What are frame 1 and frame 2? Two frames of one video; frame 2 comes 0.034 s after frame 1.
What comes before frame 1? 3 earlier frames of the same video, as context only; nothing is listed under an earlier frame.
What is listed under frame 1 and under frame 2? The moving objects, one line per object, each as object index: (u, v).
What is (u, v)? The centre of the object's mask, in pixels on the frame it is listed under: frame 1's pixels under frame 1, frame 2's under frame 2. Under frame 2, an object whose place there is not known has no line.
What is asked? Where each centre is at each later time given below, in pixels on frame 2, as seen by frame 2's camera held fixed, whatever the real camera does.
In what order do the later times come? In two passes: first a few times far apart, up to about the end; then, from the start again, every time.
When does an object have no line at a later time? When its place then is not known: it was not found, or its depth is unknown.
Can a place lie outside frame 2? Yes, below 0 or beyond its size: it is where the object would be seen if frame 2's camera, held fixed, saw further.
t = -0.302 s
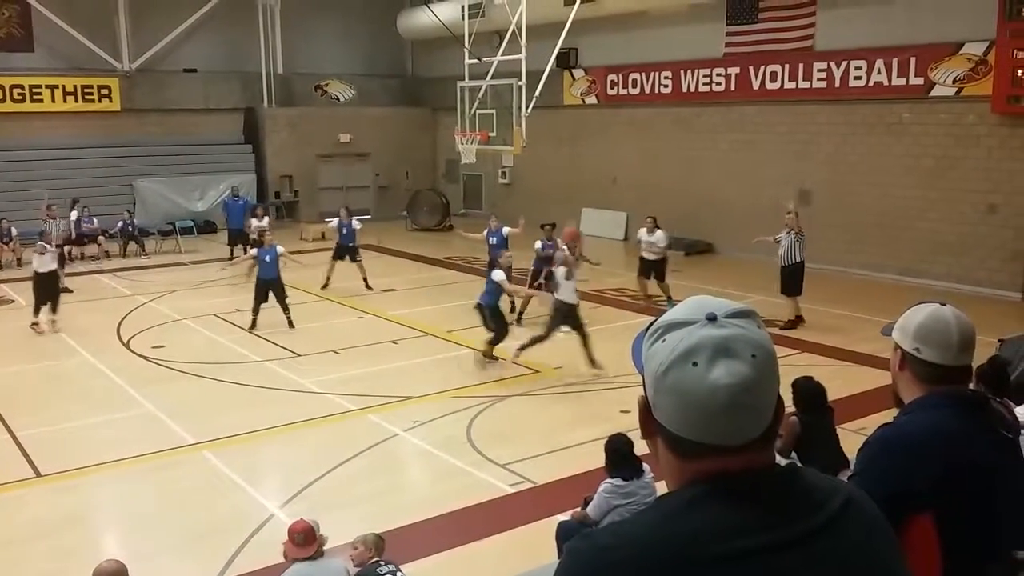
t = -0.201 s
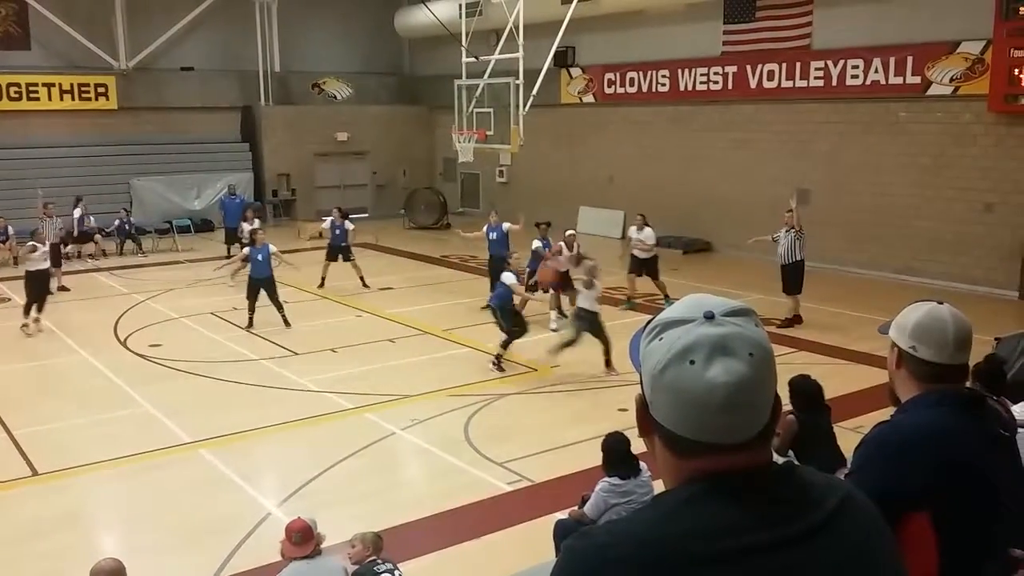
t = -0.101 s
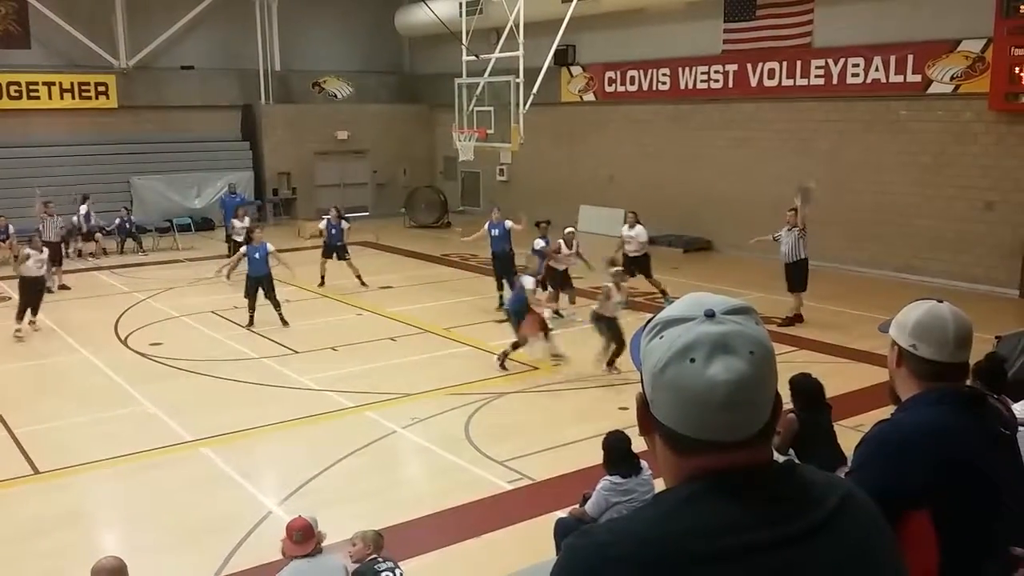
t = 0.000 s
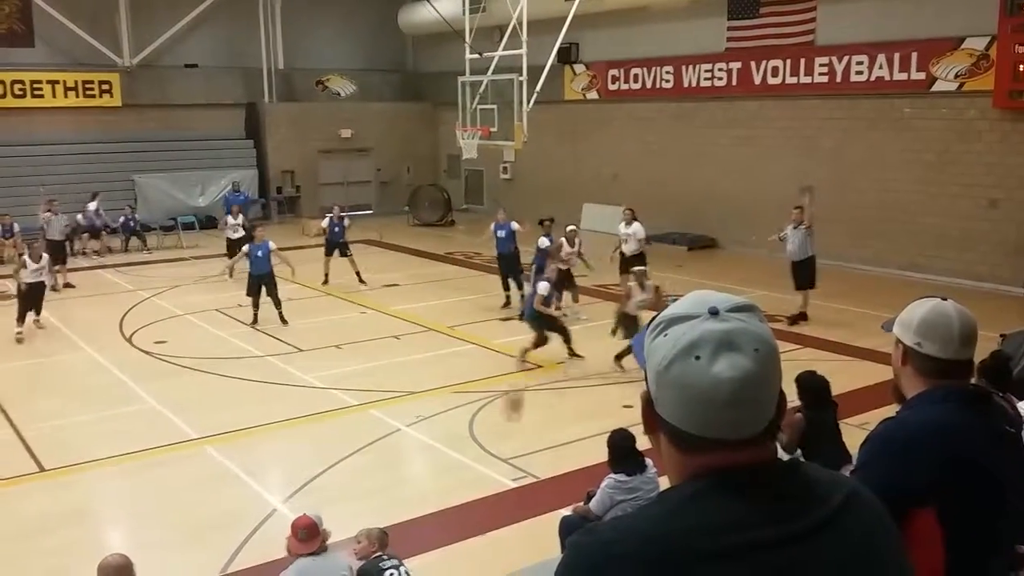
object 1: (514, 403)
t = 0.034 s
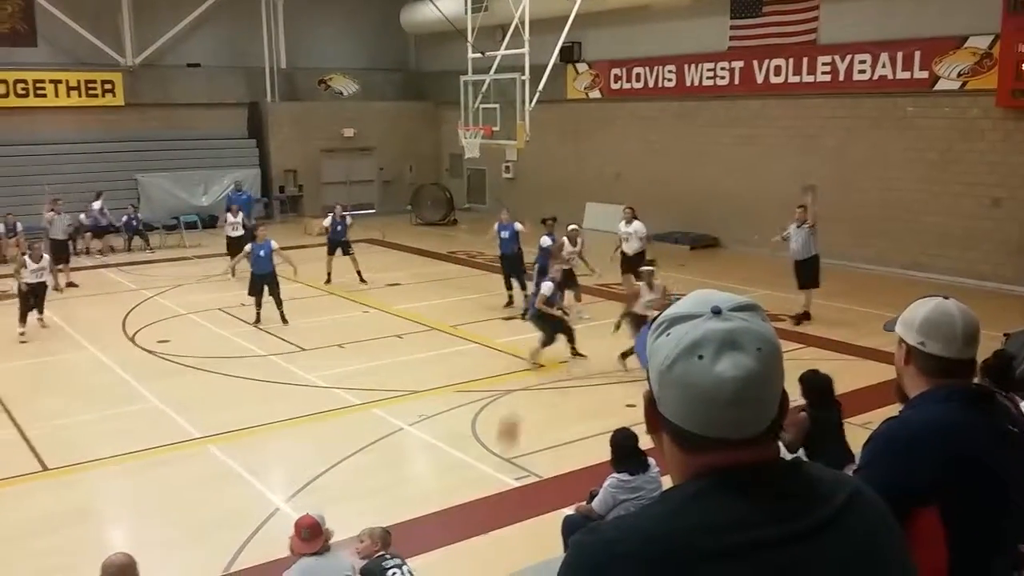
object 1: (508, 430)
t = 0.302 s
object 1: (466, 378)
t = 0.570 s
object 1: (416, 340)
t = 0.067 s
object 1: (501, 461)
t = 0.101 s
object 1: (496, 449)
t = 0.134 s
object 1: (491, 435)
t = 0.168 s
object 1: (487, 422)
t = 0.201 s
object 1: (482, 411)
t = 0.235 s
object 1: (477, 399)
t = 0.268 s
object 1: (471, 388)
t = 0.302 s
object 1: (466, 378)
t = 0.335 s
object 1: (461, 370)
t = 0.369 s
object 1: (455, 362)
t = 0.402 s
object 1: (449, 355)
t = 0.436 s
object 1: (443, 349)
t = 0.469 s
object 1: (437, 345)
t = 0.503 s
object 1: (430, 343)
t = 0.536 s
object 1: (423, 340)
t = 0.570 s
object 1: (416, 340)
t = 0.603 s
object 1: (409, 341)
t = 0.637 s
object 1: (402, 343)
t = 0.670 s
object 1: (394, 347)
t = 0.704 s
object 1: (387, 353)
